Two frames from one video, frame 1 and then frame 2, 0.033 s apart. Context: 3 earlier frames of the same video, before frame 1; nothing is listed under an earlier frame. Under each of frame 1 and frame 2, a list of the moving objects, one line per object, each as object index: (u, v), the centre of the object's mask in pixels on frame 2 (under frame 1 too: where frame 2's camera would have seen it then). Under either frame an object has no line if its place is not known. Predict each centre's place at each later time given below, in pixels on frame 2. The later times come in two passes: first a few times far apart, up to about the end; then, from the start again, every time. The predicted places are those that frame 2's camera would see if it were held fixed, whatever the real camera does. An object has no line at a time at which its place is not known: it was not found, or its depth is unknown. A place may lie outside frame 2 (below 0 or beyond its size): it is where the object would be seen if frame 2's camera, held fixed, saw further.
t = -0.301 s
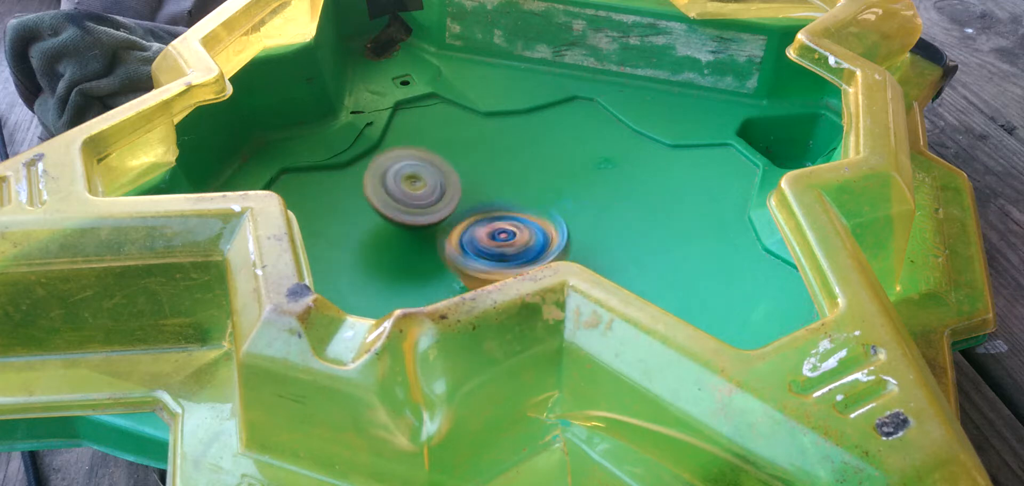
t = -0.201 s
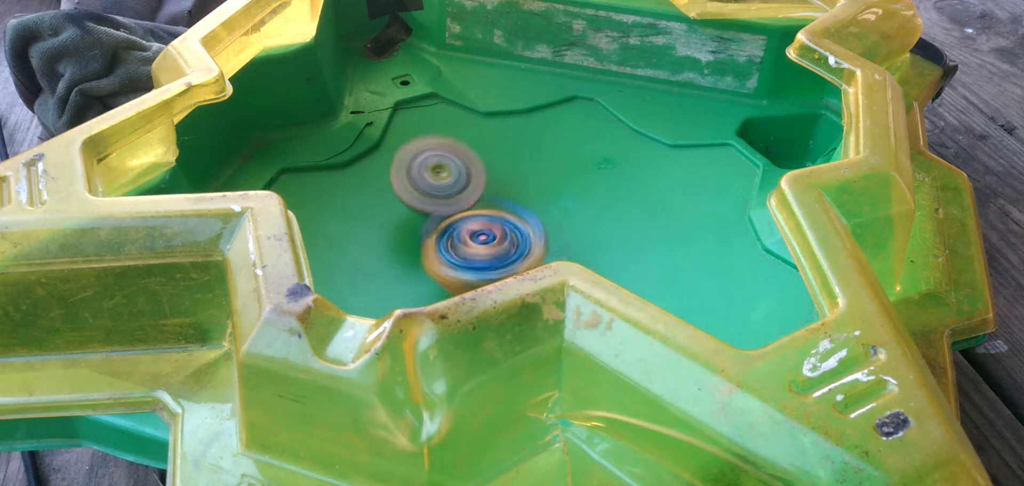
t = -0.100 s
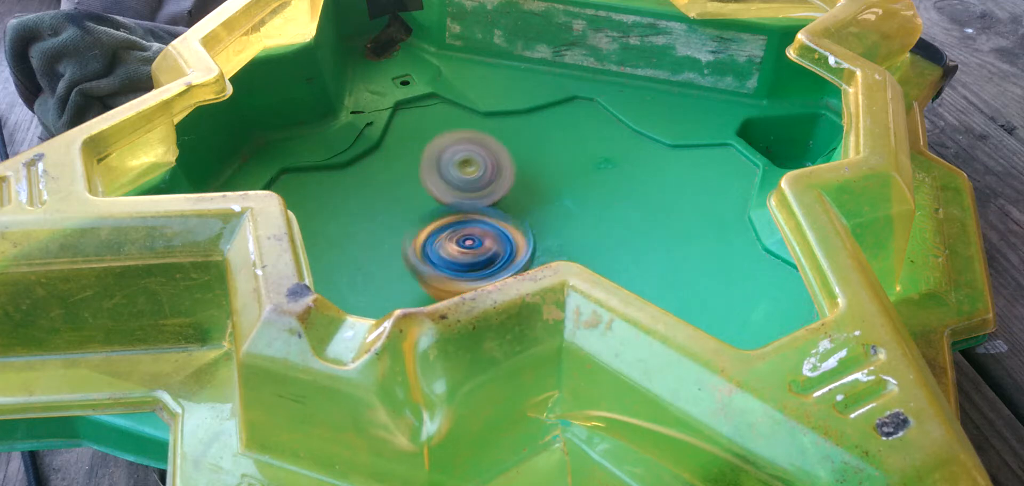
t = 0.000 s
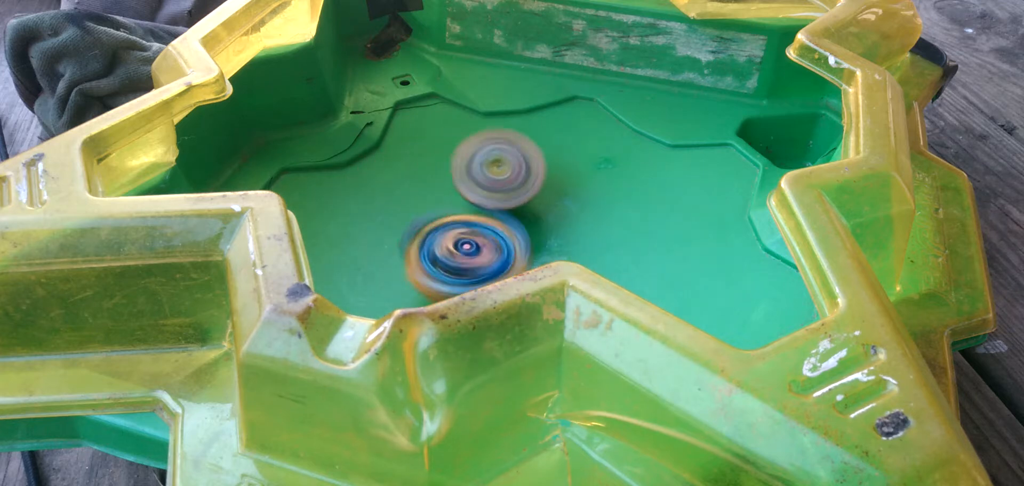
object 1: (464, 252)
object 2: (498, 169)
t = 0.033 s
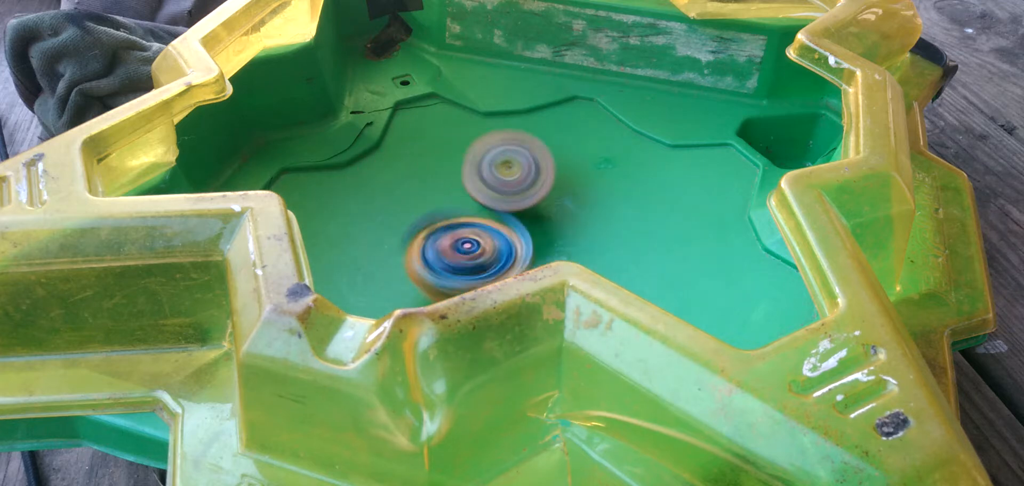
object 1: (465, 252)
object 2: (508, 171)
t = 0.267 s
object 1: (489, 242)
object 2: (578, 193)
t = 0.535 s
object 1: (476, 238)
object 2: (625, 238)
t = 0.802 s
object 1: (493, 234)
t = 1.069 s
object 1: (529, 226)
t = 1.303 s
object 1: (540, 223)
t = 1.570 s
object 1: (551, 234)
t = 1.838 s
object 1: (560, 250)
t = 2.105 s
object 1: (525, 256)
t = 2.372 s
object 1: (524, 255)
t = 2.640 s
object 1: (519, 255)
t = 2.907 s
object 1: (509, 255)
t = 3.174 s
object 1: (527, 251)
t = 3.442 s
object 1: (531, 249)
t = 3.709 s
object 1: (515, 250)
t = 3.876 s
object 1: (512, 251)
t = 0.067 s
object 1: (467, 253)
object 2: (518, 173)
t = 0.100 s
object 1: (470, 249)
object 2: (528, 175)
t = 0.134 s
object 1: (471, 248)
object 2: (539, 178)
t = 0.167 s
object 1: (476, 246)
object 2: (549, 181)
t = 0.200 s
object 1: (480, 245)
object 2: (559, 184)
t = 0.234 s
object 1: (483, 244)
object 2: (569, 188)
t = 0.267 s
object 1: (489, 242)
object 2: (578, 193)
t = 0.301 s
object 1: (486, 241)
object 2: (589, 198)
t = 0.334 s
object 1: (484, 242)
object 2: (600, 200)
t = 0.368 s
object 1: (483, 242)
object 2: (607, 204)
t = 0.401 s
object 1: (480, 241)
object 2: (613, 210)
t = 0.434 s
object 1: (478, 241)
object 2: (618, 217)
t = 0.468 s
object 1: (477, 240)
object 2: (621, 224)
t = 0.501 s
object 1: (475, 239)
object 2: (623, 232)
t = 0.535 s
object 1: (476, 238)
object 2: (625, 238)
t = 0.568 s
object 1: (476, 238)
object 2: (626, 245)
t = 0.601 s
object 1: (478, 238)
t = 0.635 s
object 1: (479, 236)
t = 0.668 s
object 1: (482, 236)
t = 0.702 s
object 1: (484, 235)
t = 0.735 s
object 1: (486, 235)
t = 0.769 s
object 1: (489, 235)
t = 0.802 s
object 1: (493, 234)
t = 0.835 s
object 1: (498, 233)
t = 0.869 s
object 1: (503, 232)
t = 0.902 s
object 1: (507, 231)
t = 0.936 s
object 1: (511, 229)
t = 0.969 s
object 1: (518, 229)
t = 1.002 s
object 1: (521, 228)
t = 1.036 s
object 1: (524, 227)
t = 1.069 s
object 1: (529, 226)
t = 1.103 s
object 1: (532, 225)
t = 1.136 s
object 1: (534, 225)
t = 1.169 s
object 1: (538, 224)
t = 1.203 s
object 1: (539, 223)
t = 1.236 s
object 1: (543, 222)
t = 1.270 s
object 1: (543, 223)
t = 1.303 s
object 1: (540, 223)
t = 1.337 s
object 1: (541, 222)
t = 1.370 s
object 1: (540, 223)
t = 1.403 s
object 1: (534, 224)
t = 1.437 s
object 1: (532, 224)
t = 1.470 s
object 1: (531, 224)
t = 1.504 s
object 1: (527, 225)
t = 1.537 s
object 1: (539, 226)
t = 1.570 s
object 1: (551, 234)
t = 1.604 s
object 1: (564, 237)
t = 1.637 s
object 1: (572, 239)
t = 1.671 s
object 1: (574, 241)
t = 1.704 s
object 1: (571, 241)
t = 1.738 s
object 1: (567, 246)
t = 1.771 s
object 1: (566, 245)
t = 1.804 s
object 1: (561, 248)
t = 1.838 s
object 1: (560, 250)
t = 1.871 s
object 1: (553, 252)
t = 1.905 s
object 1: (550, 253)
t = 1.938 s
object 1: (546, 254)
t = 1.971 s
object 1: (540, 255)
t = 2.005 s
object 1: (534, 255)
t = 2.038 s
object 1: (529, 256)
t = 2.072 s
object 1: (527, 256)
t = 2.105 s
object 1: (525, 256)
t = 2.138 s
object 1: (523, 255)
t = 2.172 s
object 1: (521, 255)
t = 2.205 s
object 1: (521, 255)
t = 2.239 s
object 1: (520, 255)
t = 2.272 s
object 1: (520, 255)
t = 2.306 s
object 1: (521, 255)
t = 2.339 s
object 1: (522, 255)
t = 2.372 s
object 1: (524, 255)
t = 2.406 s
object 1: (523, 255)
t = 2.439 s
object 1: (522, 255)
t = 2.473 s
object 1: (521, 255)
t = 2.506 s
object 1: (520, 255)
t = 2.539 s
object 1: (520, 255)
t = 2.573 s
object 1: (520, 255)
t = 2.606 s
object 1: (521, 255)
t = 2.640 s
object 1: (519, 255)
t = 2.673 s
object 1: (516, 255)
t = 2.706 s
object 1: (516, 255)
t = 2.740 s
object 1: (516, 255)
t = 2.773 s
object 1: (511, 255)
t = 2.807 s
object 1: (509, 255)
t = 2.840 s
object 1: (509, 255)
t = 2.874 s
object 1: (509, 255)
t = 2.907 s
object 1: (509, 255)
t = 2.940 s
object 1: (508, 255)
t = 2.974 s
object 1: (507, 254)
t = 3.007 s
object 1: (506, 255)
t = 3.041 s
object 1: (507, 255)
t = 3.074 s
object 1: (510, 254)
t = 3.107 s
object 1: (515, 254)
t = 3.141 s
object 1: (521, 252)
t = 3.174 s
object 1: (527, 251)
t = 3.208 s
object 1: (535, 249)
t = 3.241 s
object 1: (538, 248)
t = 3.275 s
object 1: (539, 248)
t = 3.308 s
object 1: (539, 248)
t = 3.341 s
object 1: (538, 248)
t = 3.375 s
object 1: (537, 248)
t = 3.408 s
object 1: (534, 249)
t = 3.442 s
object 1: (531, 249)
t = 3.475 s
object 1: (534, 248)
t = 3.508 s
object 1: (535, 248)
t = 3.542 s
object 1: (534, 248)
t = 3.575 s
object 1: (532, 248)
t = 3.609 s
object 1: (529, 248)
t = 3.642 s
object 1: (525, 249)
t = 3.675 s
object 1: (520, 250)
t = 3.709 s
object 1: (515, 250)
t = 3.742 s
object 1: (512, 251)
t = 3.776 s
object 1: (510, 251)
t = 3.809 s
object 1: (510, 251)
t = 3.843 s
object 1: (510, 251)
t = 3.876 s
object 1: (512, 251)
